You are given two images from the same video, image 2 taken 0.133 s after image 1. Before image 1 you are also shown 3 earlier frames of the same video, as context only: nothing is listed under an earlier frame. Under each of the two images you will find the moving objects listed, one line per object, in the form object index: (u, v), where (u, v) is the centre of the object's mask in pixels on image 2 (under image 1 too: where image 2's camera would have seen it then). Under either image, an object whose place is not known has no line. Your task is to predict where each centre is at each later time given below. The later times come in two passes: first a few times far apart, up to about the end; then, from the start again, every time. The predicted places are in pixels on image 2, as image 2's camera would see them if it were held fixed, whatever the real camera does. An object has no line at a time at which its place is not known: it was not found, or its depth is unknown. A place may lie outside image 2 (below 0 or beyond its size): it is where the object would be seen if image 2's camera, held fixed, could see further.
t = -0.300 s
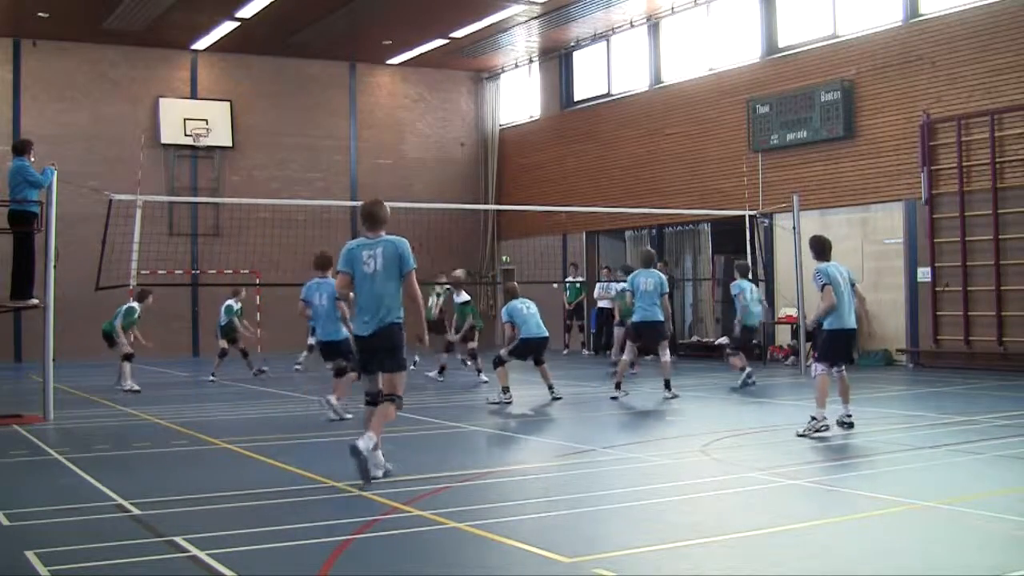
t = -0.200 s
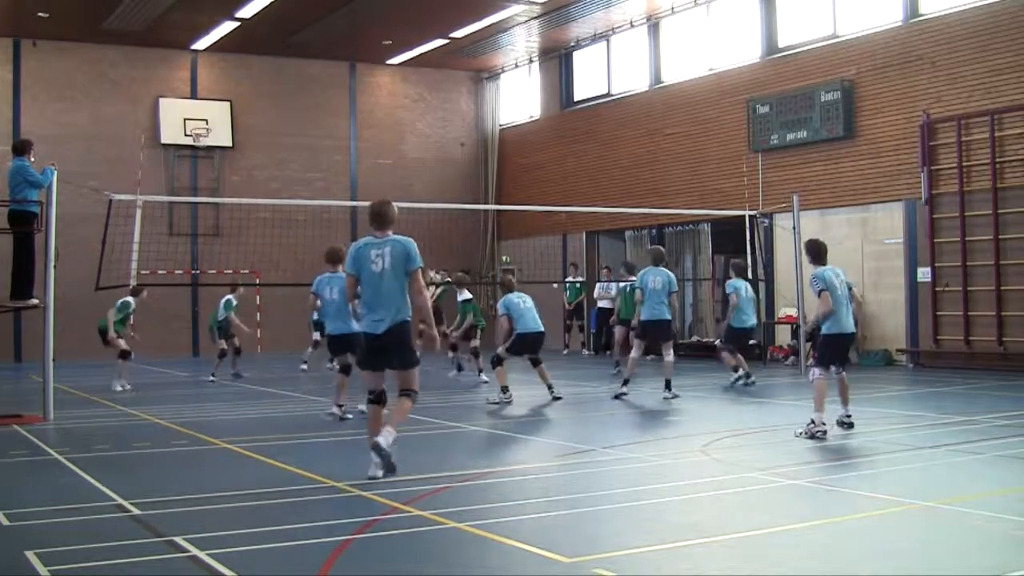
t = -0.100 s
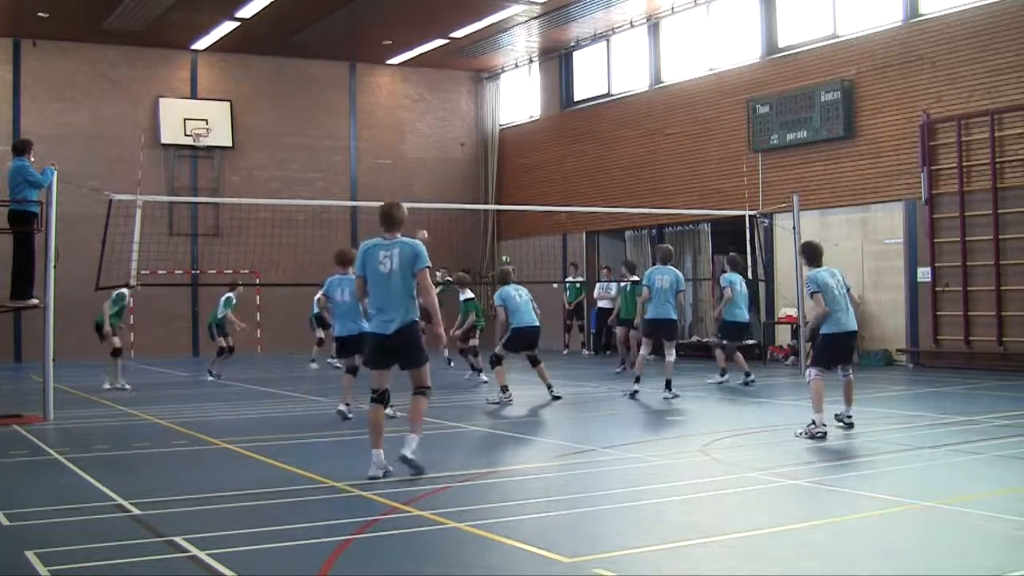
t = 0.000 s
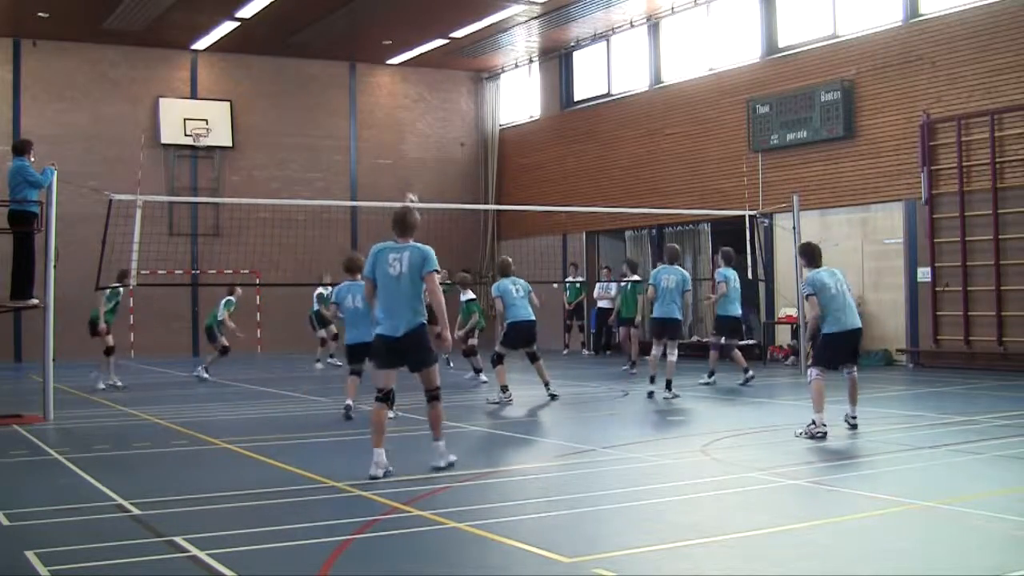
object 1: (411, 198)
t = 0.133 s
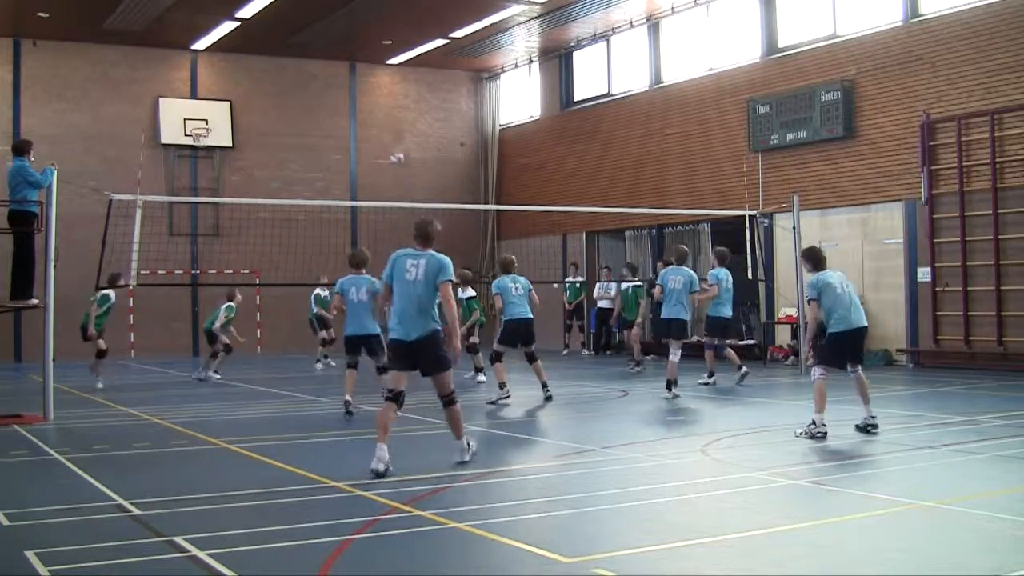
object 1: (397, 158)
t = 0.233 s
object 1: (385, 133)
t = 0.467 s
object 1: (355, 94)
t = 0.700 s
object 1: (322, 86)
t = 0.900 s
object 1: (290, 108)
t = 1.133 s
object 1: (251, 172)
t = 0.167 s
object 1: (393, 148)
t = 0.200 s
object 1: (389, 139)
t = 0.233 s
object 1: (385, 133)
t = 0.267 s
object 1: (381, 123)
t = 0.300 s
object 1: (377, 118)
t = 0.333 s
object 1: (372, 110)
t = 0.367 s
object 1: (368, 107)
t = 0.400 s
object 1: (364, 102)
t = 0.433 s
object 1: (359, 97)
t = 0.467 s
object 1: (355, 94)
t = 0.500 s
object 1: (350, 90)
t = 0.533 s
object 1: (346, 87)
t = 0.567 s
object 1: (341, 87)
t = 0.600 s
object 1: (337, 84)
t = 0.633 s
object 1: (331, 84)
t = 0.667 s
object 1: (327, 84)
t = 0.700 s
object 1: (322, 86)
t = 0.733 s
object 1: (316, 88)
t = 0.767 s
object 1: (311, 91)
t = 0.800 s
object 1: (307, 94)
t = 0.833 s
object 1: (302, 97)
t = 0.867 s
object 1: (296, 103)
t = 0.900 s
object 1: (290, 108)
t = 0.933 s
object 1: (285, 115)
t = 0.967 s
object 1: (279, 122)
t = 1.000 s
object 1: (274, 130)
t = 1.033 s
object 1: (269, 138)
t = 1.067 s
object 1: (264, 149)
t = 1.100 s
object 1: (257, 161)
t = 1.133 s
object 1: (251, 172)
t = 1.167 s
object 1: (246, 184)
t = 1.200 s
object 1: (240, 195)
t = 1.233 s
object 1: (234, 211)
